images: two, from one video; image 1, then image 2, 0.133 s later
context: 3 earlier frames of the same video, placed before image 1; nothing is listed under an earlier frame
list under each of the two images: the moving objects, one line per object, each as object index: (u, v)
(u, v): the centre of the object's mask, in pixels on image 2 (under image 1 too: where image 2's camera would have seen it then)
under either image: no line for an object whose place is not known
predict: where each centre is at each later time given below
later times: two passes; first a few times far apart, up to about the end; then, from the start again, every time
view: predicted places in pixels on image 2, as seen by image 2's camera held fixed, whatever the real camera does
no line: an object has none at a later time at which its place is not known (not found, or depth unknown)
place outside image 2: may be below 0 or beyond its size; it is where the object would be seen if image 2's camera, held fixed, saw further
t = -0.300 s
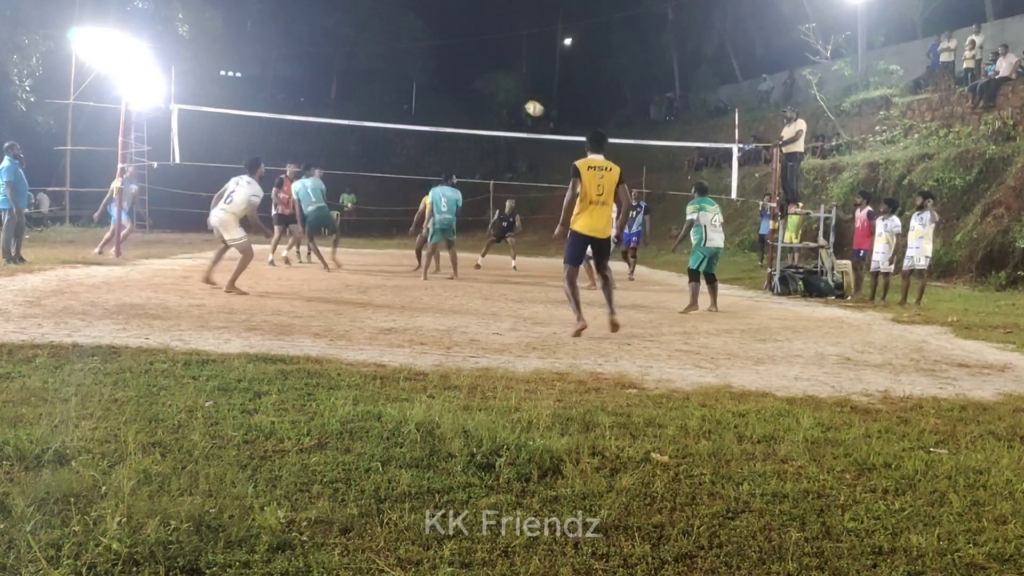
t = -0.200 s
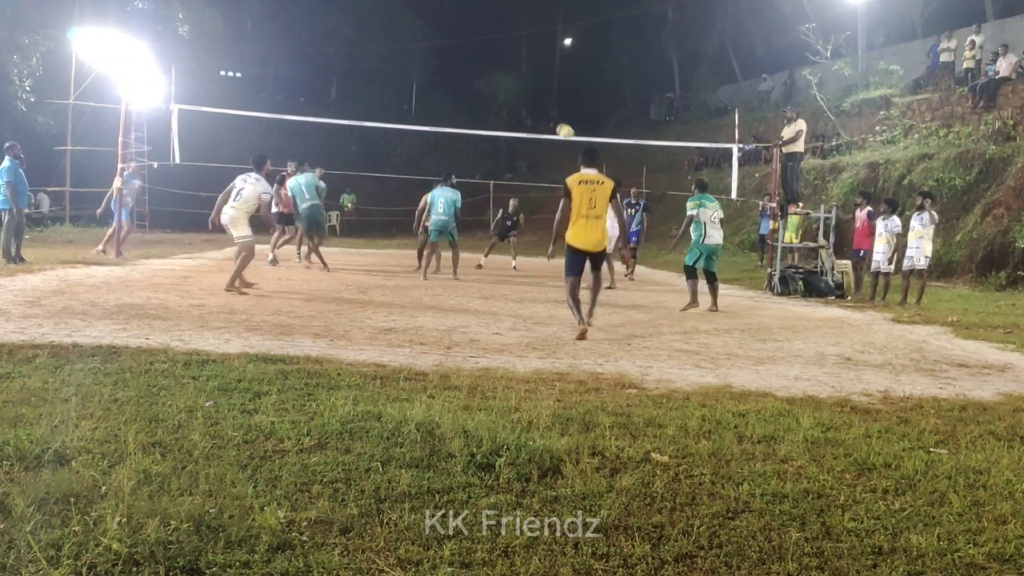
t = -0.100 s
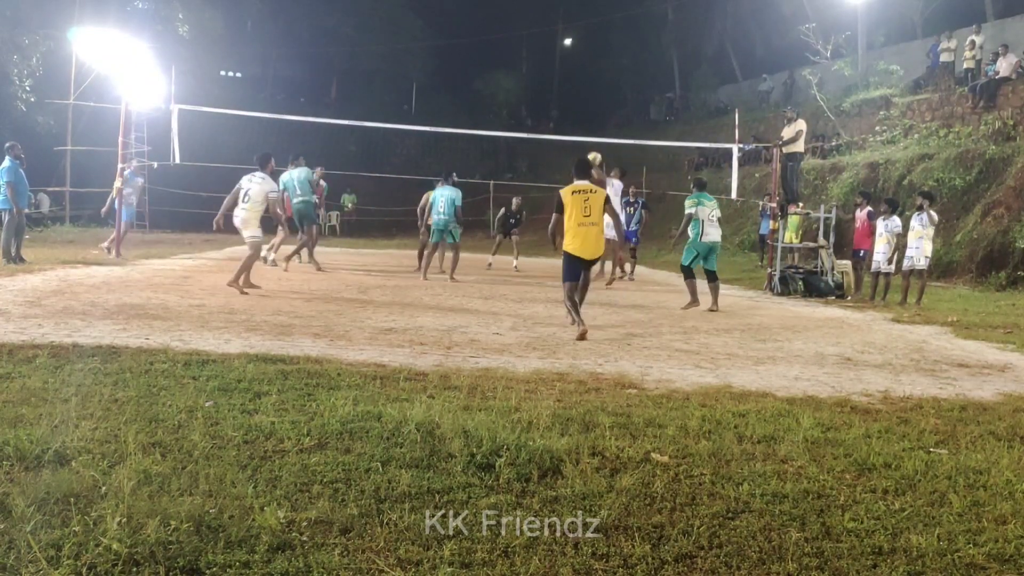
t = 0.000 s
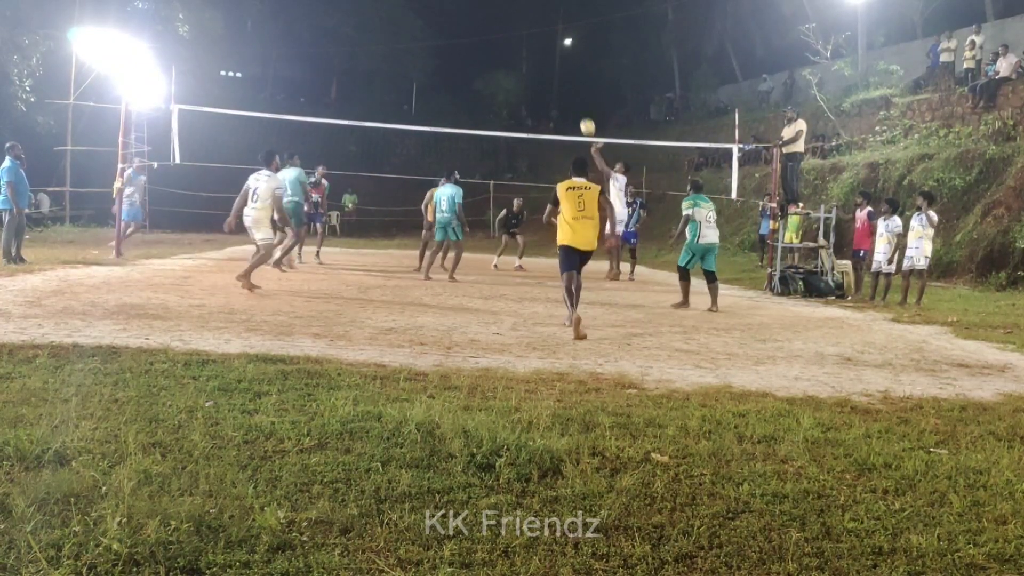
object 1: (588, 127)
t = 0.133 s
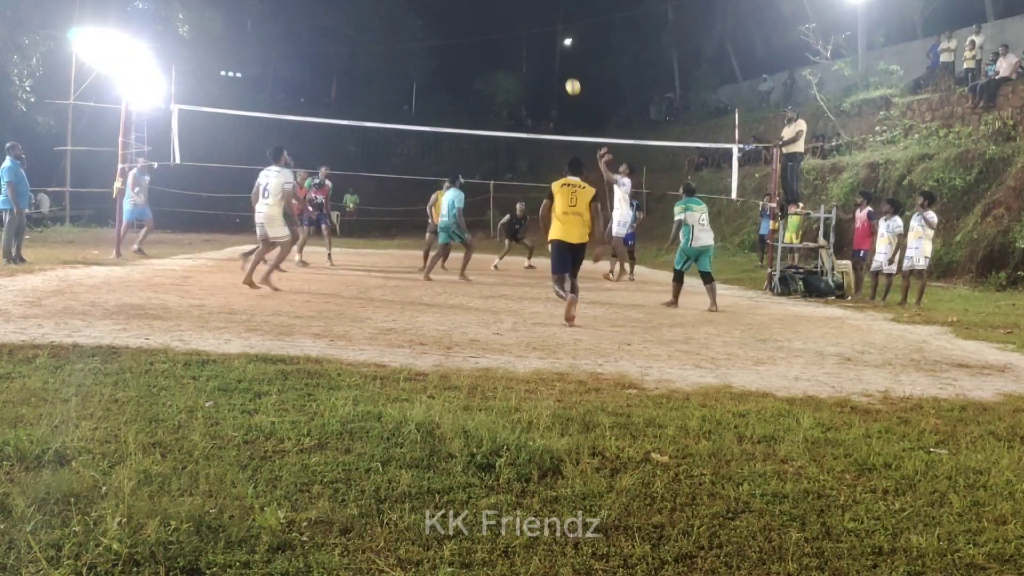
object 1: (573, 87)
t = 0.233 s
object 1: (561, 64)
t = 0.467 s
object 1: (534, 36)
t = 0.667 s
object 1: (509, 39)
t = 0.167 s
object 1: (569, 79)
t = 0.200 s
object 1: (565, 71)
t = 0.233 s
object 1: (561, 64)
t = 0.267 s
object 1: (557, 58)
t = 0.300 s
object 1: (554, 53)
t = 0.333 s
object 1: (550, 48)
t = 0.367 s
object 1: (546, 44)
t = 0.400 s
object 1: (542, 41)
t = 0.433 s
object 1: (538, 38)
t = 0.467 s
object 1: (534, 36)
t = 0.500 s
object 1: (530, 35)
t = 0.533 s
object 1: (526, 35)
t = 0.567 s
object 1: (522, 35)
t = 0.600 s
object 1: (518, 35)
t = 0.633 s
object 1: (514, 37)
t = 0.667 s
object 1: (509, 39)
